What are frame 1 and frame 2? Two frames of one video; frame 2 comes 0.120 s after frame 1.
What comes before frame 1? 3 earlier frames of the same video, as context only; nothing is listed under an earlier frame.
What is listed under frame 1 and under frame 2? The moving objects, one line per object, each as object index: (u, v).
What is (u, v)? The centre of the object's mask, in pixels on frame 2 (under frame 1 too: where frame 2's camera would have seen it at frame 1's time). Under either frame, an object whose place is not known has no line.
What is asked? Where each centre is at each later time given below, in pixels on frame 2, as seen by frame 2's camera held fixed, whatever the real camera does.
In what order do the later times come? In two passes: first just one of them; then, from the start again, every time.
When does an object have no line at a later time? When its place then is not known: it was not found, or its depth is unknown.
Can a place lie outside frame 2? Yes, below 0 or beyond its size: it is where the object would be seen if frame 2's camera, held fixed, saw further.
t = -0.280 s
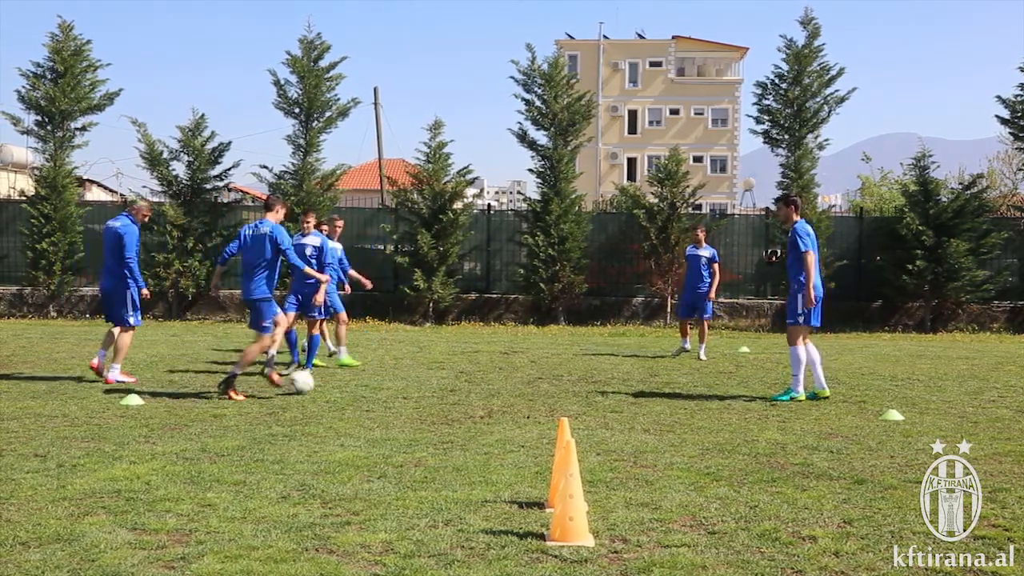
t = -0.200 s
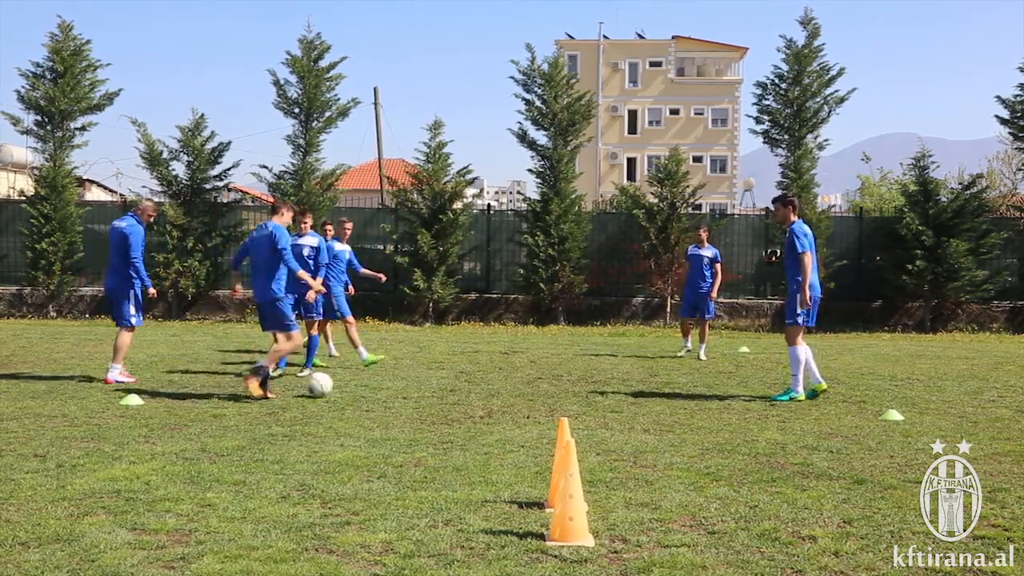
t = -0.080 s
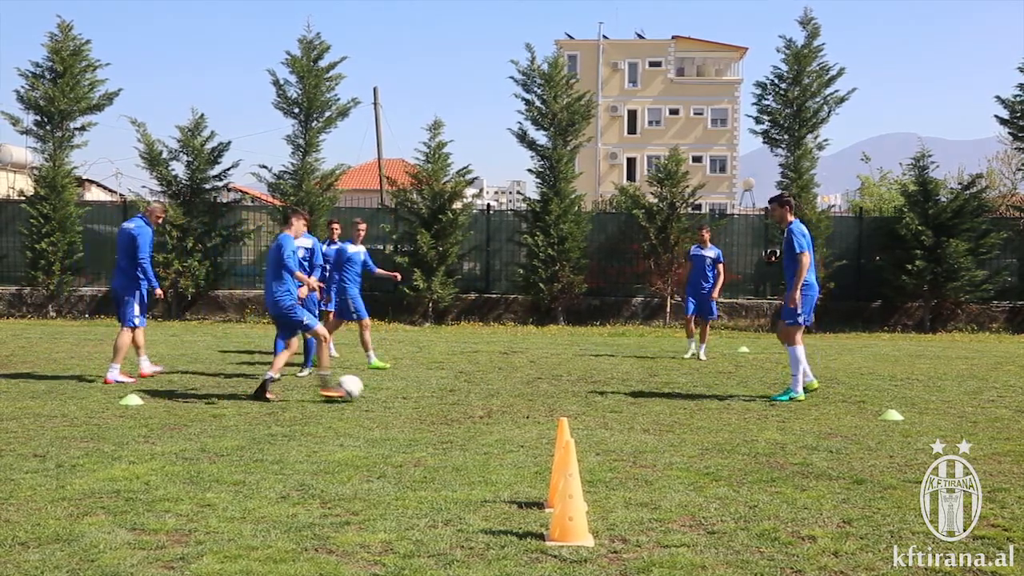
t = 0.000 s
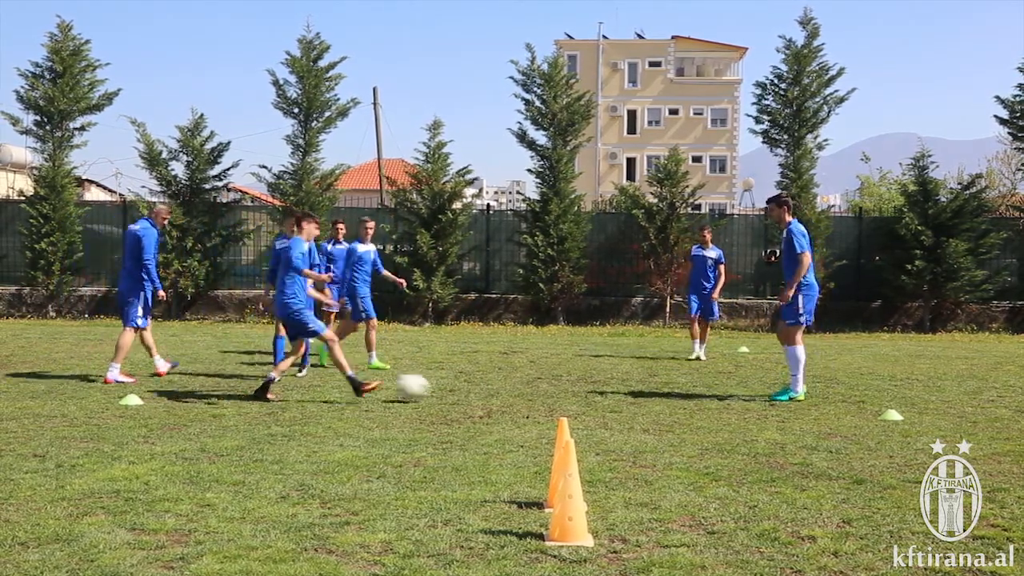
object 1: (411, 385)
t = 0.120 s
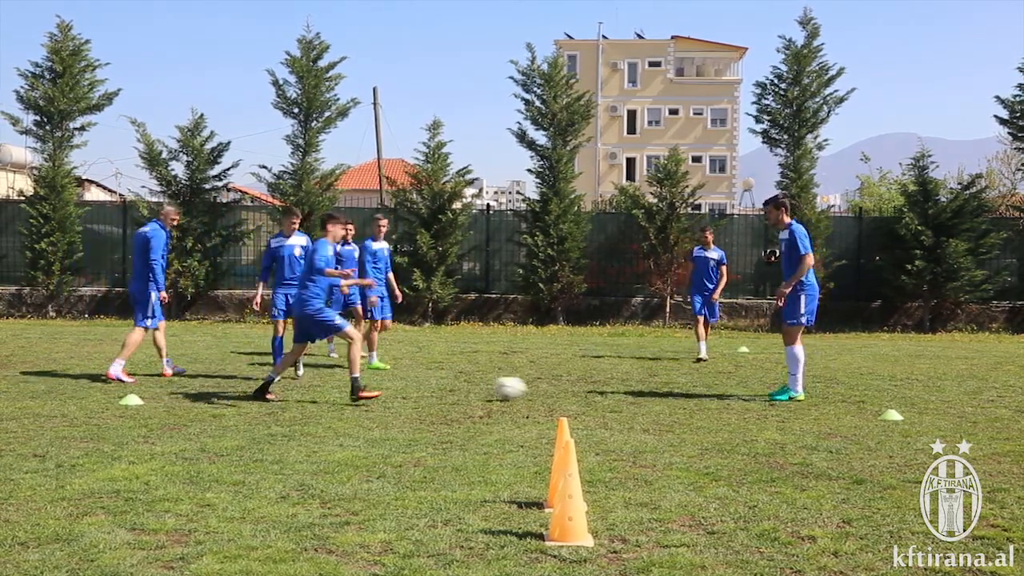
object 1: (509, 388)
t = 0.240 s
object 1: (593, 385)
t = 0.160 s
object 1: (539, 388)
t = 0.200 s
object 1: (566, 386)
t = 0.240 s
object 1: (593, 385)
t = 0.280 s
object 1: (618, 384)
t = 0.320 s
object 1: (642, 385)
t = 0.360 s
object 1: (666, 388)
